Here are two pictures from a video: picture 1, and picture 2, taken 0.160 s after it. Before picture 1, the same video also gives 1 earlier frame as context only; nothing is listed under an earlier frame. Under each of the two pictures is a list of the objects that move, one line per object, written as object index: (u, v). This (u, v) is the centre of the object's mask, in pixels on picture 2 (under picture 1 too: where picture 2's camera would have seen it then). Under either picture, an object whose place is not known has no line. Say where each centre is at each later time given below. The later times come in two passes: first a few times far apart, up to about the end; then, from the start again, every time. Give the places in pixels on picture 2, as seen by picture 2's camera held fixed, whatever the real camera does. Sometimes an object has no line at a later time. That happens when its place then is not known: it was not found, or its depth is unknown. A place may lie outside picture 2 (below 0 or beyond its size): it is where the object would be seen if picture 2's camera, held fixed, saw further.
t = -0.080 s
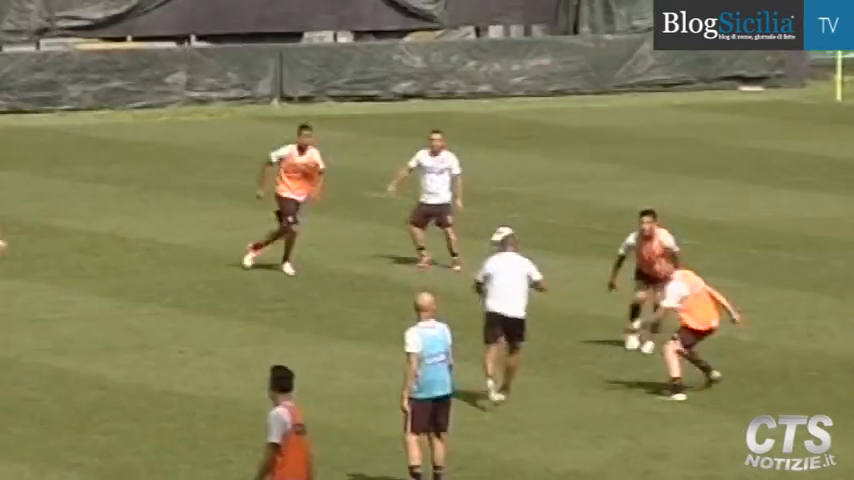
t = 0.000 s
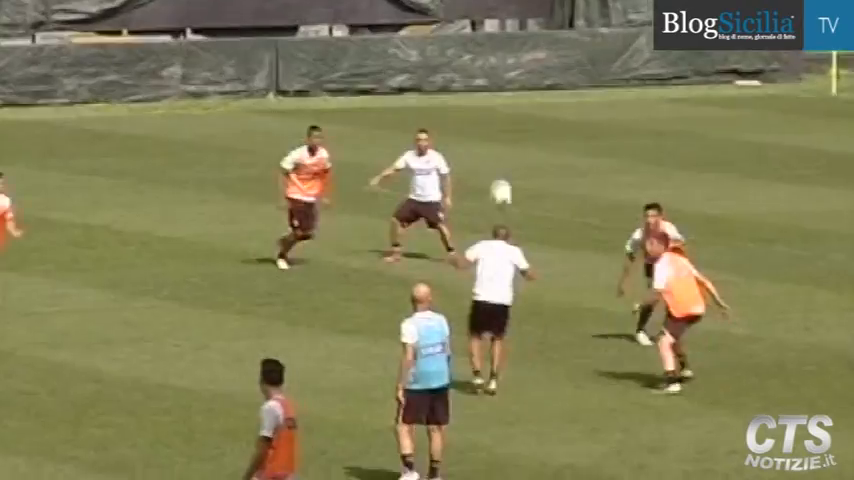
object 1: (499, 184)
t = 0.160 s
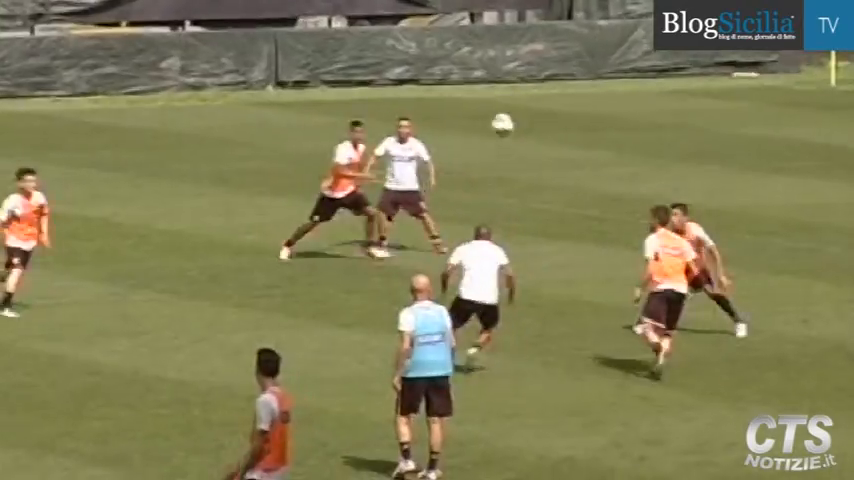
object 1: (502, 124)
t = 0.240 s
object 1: (505, 105)
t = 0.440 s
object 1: (514, 87)
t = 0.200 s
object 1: (504, 114)
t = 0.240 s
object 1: (505, 105)
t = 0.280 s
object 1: (506, 99)
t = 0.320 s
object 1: (508, 93)
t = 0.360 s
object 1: (510, 89)
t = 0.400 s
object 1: (512, 87)
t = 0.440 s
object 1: (514, 87)
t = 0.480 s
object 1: (515, 87)
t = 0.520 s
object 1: (517, 89)
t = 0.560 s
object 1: (519, 93)
